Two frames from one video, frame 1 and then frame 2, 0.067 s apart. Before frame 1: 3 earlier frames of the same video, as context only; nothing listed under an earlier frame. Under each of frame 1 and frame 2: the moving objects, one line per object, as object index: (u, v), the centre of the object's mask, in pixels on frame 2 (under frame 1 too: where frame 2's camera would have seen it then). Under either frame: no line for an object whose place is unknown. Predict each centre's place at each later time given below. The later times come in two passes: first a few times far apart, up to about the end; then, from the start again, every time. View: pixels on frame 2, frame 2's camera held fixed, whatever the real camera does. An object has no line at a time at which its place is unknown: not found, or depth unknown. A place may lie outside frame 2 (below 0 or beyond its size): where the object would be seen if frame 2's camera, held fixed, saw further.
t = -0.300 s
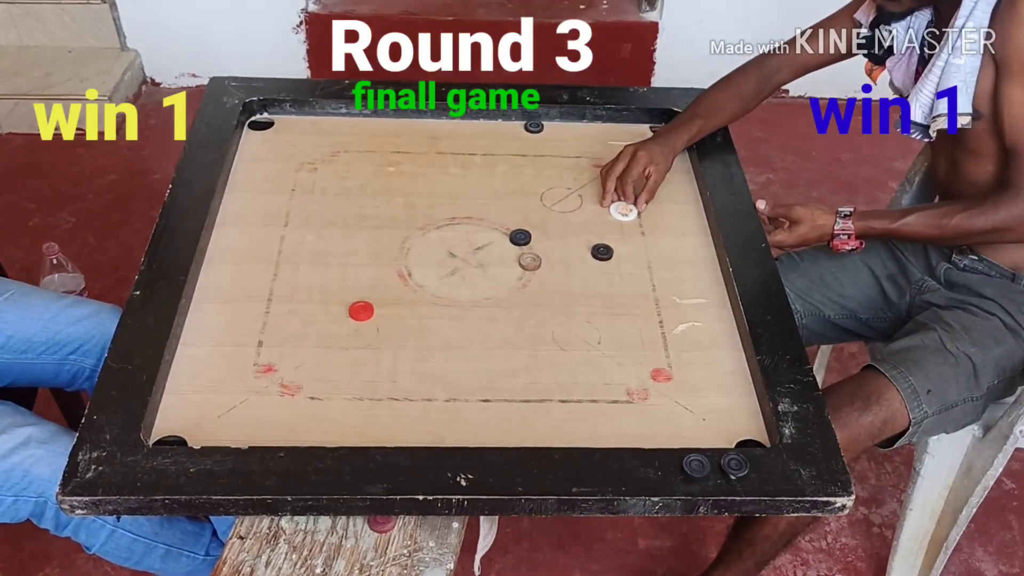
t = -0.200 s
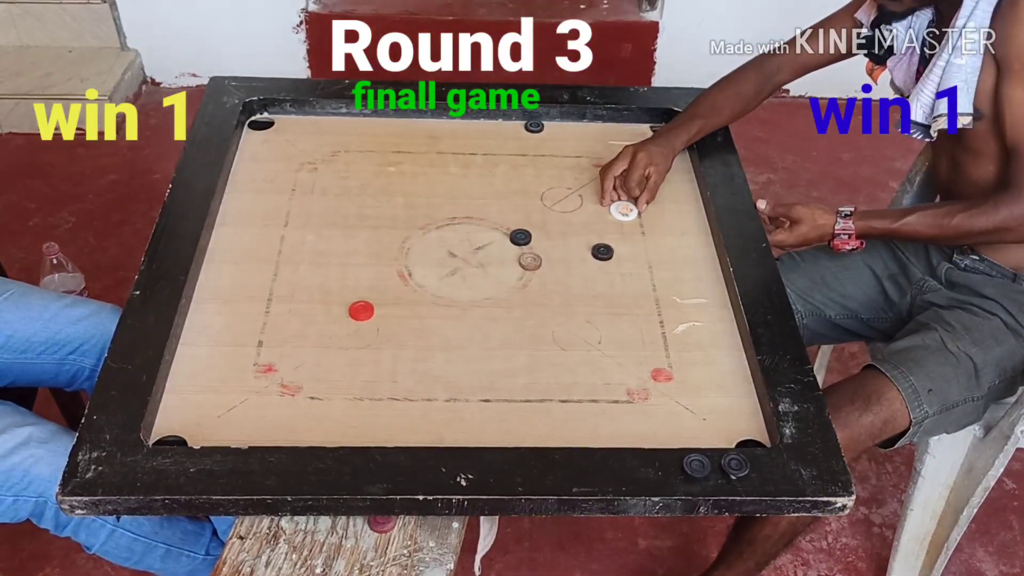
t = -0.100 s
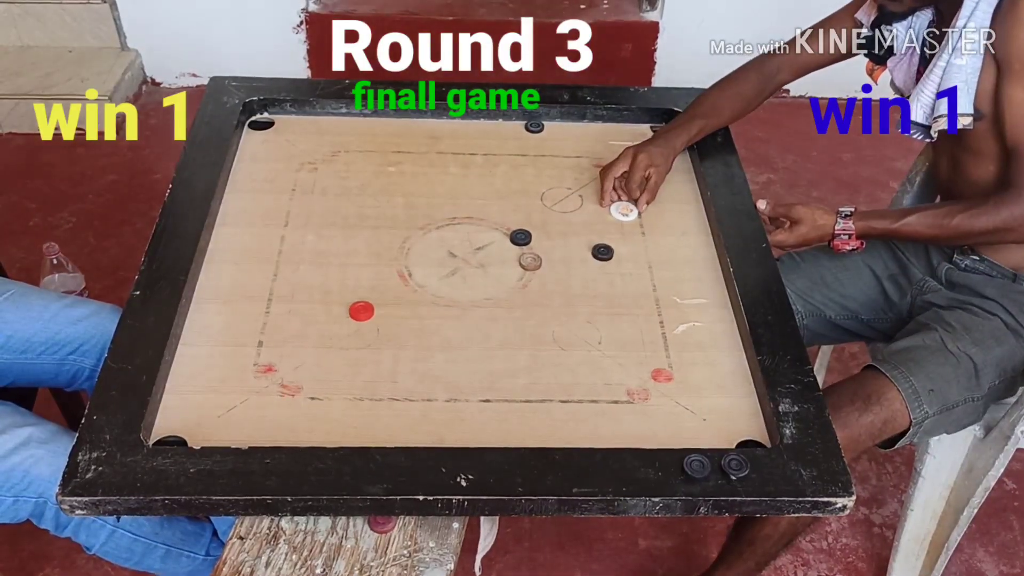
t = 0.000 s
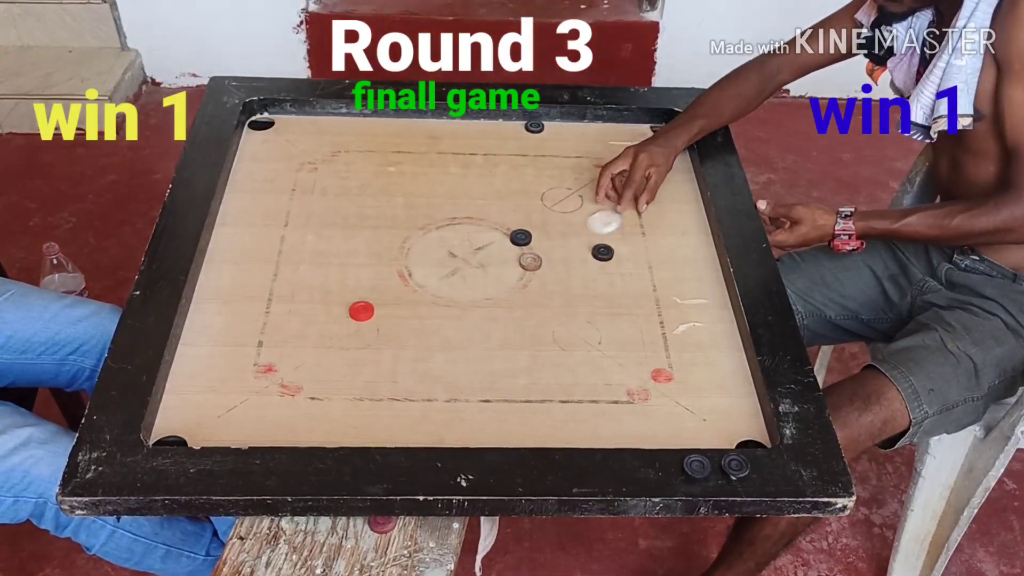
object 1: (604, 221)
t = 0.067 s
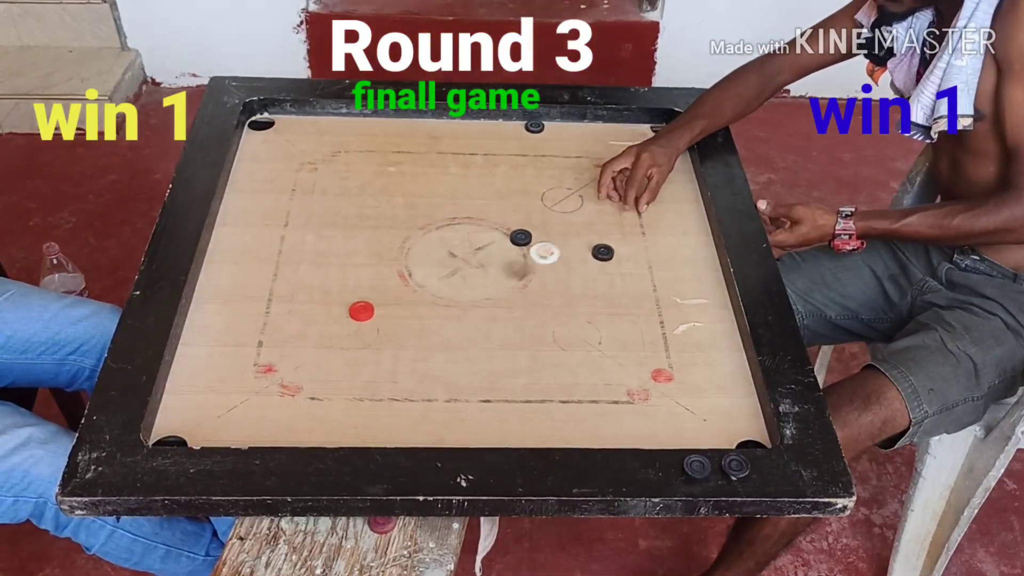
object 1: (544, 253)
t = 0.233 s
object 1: (512, 267)
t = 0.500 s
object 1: (511, 267)
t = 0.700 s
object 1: (511, 267)
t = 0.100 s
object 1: (534, 257)
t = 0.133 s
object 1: (525, 261)
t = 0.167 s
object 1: (518, 263)
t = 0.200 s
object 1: (513, 265)
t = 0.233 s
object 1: (512, 267)
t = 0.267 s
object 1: (511, 267)
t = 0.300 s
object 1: (511, 267)
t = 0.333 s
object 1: (511, 267)
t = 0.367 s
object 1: (511, 267)
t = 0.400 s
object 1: (511, 267)
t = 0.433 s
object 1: (511, 267)
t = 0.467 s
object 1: (511, 267)
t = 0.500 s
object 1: (511, 267)
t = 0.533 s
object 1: (511, 267)
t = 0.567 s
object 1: (511, 267)
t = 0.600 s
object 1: (511, 267)
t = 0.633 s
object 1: (511, 267)
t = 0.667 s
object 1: (511, 267)
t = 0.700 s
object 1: (511, 267)
